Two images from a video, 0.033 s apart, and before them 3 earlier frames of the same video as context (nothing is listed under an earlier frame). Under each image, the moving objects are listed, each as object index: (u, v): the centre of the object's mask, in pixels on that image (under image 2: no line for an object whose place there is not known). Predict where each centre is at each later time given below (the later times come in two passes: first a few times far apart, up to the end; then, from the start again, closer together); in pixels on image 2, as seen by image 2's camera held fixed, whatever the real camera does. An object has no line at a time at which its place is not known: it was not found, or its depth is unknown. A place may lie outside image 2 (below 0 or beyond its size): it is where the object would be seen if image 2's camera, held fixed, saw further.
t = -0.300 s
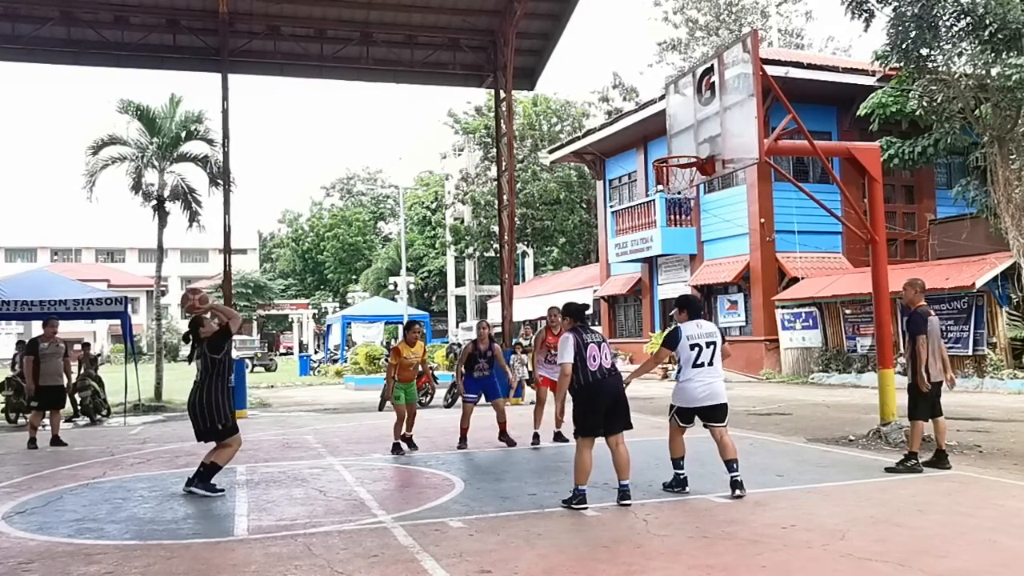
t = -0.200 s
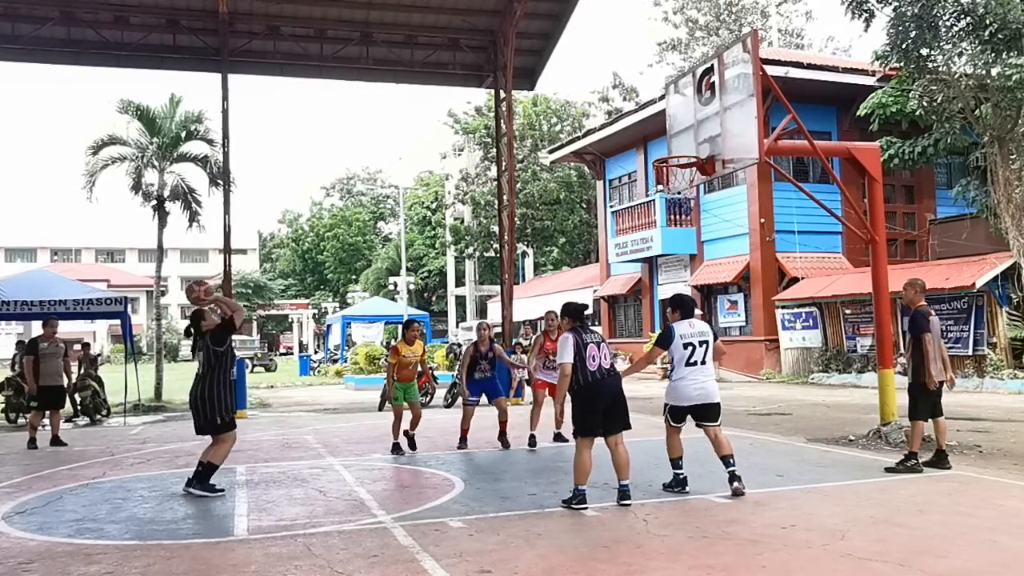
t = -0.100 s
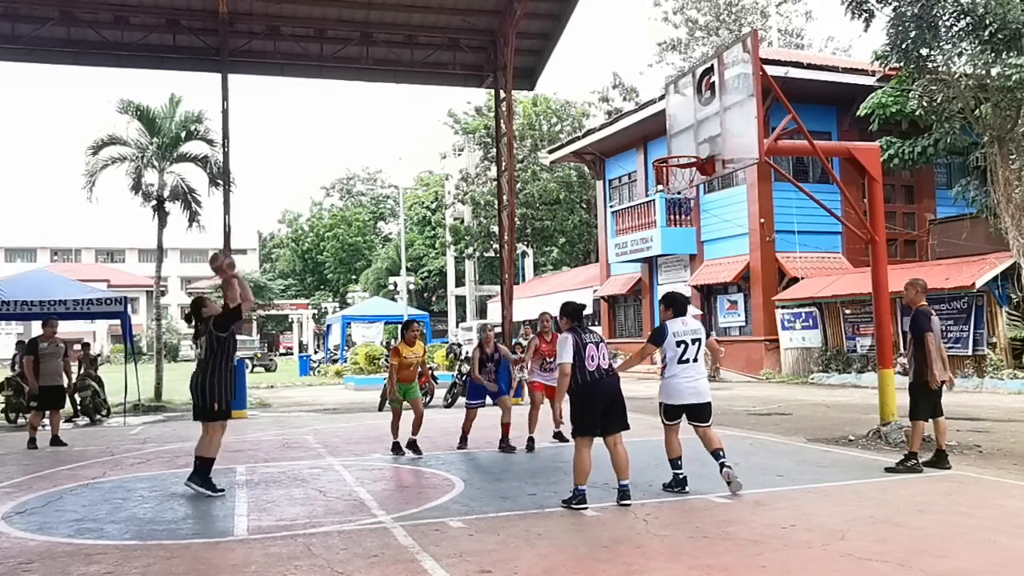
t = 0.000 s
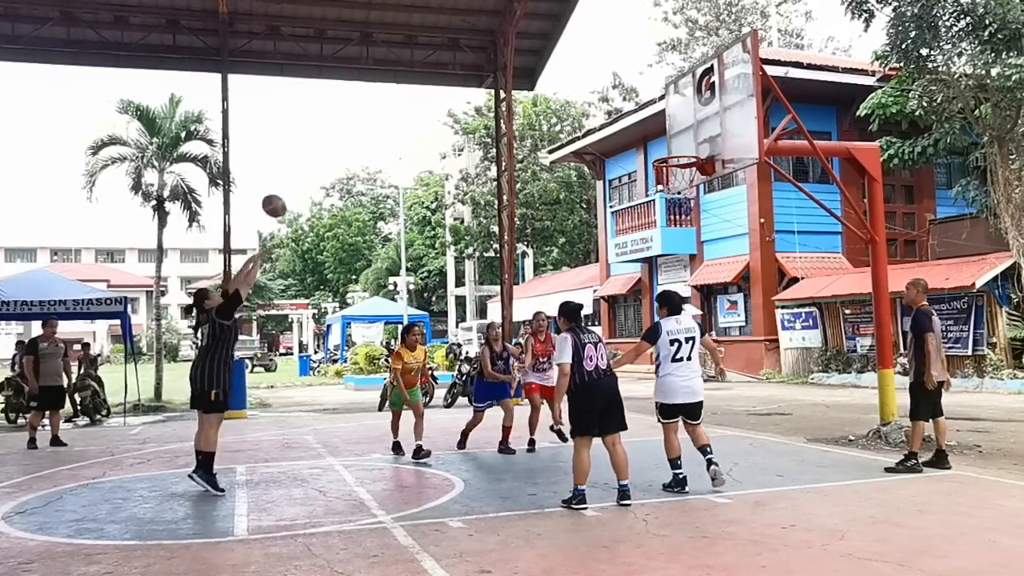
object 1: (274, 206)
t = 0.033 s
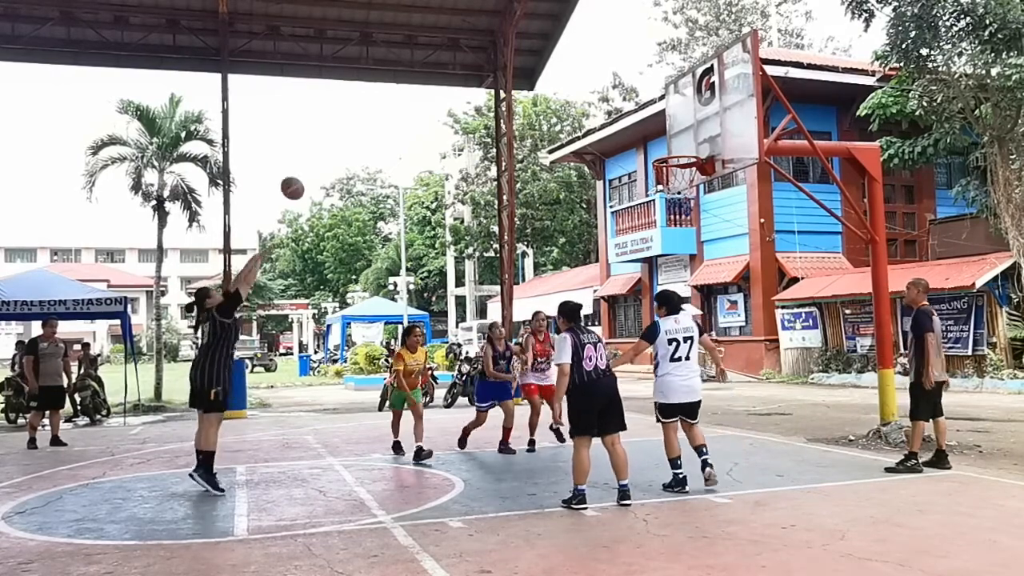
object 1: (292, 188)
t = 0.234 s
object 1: (398, 113)
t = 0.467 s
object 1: (514, 82)
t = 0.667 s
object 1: (604, 102)
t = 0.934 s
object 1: (659, 151)
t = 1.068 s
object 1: (647, 129)
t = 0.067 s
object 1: (310, 172)
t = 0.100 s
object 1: (329, 158)
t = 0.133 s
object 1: (346, 144)
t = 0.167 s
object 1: (364, 132)
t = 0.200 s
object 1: (381, 122)
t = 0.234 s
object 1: (398, 113)
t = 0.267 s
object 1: (415, 105)
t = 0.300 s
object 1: (432, 98)
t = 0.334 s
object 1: (449, 92)
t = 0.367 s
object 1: (465, 87)
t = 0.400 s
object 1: (482, 85)
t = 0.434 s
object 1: (498, 83)
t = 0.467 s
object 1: (514, 82)
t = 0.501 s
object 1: (527, 83)
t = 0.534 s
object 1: (543, 85)
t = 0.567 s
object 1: (558, 88)
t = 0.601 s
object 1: (574, 91)
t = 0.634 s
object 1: (589, 96)
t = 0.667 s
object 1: (604, 102)
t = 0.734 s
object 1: (633, 115)
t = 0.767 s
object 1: (648, 125)
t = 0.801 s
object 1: (661, 133)
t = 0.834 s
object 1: (676, 144)
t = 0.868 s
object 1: (688, 156)
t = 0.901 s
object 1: (674, 150)
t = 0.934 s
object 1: (659, 151)
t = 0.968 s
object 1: (656, 145)
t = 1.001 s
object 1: (653, 139)
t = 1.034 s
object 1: (649, 133)
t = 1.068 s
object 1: (647, 129)
